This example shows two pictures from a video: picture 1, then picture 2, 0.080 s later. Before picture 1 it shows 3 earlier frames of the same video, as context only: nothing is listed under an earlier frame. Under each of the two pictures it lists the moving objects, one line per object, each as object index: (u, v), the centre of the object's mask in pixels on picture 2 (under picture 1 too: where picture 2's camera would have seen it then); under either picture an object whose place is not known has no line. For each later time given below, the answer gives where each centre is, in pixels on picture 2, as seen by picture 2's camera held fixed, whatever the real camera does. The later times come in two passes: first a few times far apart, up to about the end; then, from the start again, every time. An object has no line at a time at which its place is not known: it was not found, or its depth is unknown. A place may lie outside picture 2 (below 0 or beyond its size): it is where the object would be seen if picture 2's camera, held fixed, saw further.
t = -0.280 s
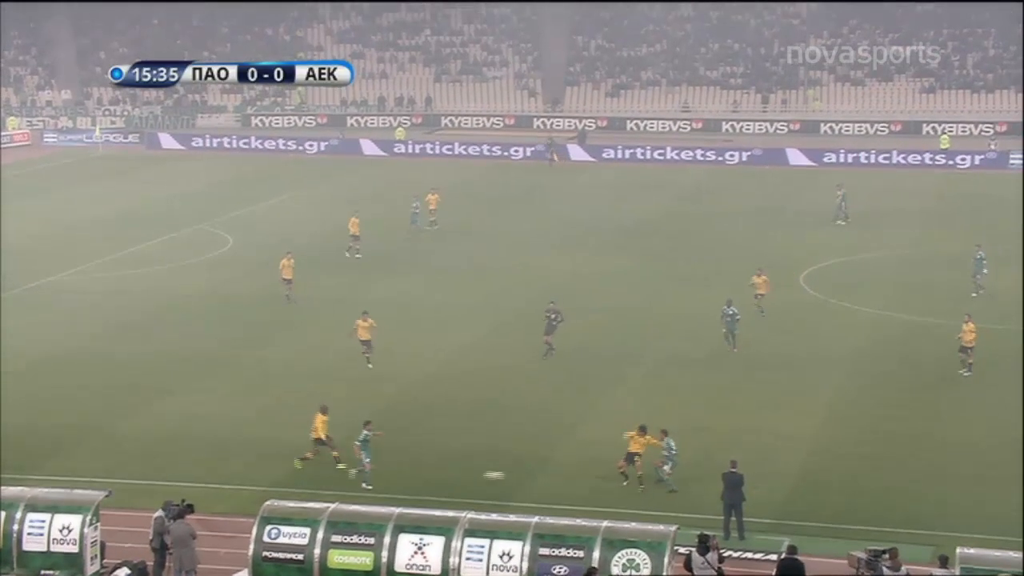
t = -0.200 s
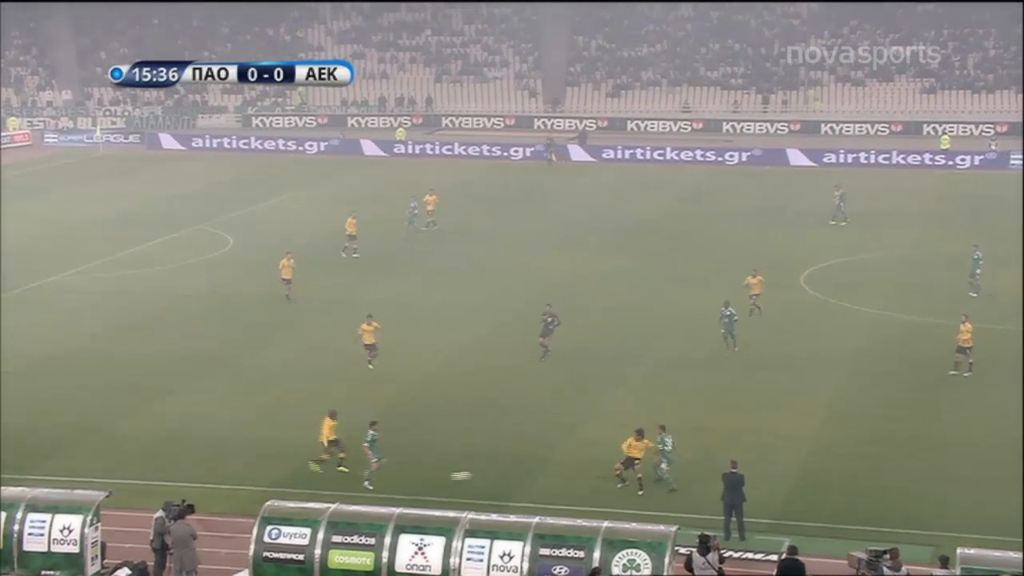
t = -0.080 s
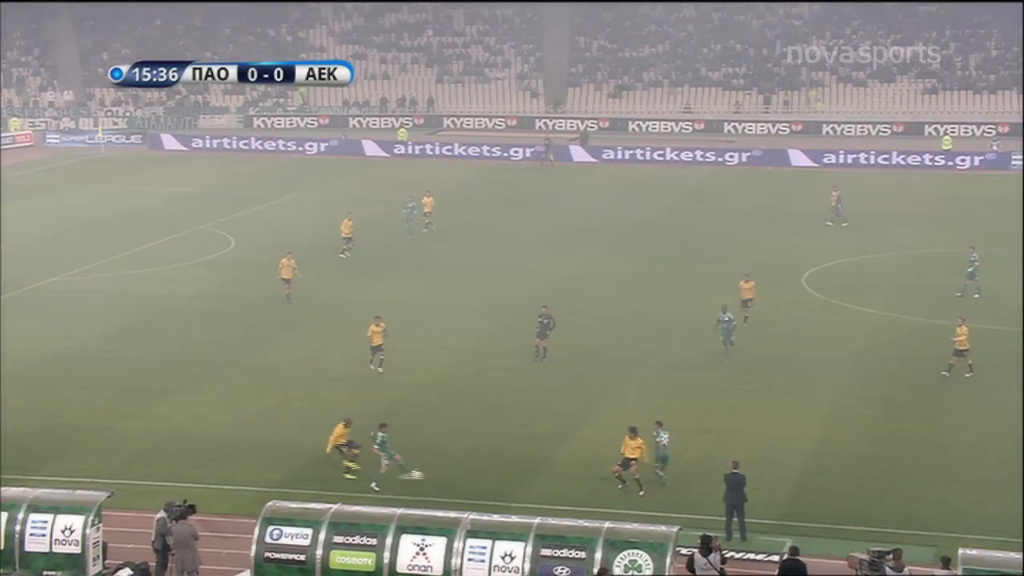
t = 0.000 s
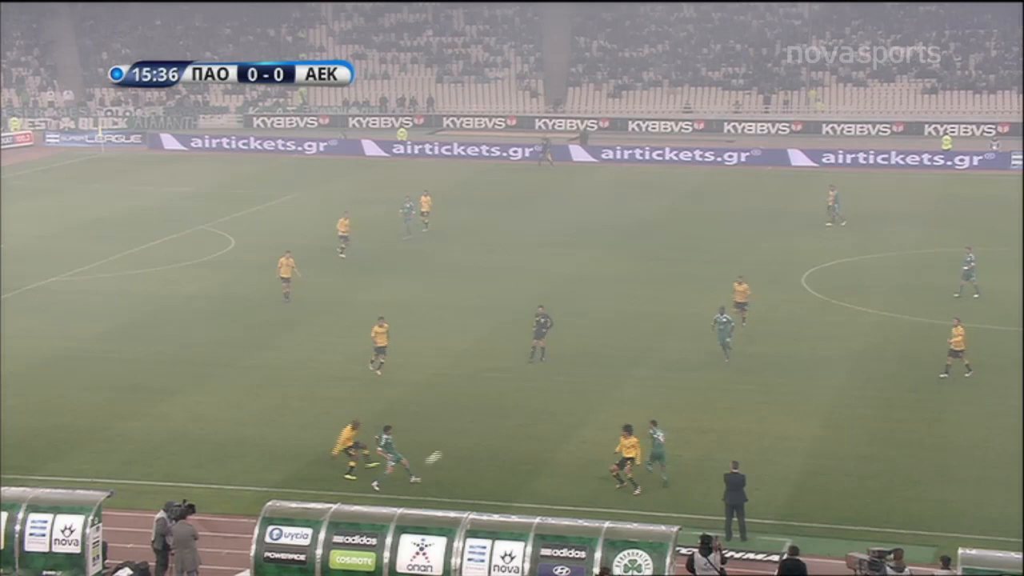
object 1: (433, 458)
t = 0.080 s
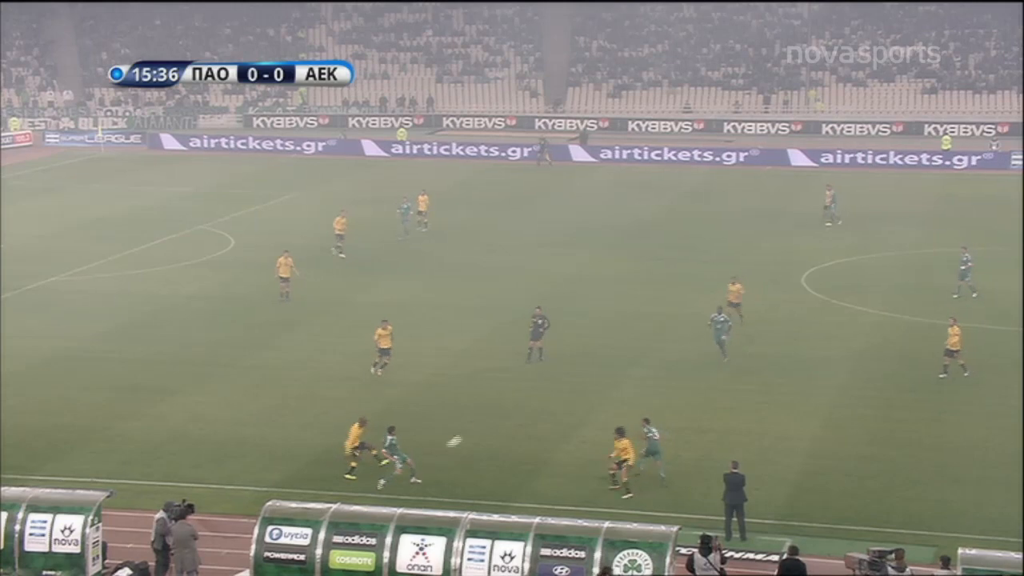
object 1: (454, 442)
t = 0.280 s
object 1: (501, 415)
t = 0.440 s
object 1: (534, 404)
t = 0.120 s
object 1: (464, 435)
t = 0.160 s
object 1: (474, 429)
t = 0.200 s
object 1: (483, 424)
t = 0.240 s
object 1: (492, 419)
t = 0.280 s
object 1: (501, 415)
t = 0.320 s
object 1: (510, 411)
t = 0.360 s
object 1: (518, 408)
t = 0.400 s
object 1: (526, 406)
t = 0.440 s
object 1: (534, 404)
